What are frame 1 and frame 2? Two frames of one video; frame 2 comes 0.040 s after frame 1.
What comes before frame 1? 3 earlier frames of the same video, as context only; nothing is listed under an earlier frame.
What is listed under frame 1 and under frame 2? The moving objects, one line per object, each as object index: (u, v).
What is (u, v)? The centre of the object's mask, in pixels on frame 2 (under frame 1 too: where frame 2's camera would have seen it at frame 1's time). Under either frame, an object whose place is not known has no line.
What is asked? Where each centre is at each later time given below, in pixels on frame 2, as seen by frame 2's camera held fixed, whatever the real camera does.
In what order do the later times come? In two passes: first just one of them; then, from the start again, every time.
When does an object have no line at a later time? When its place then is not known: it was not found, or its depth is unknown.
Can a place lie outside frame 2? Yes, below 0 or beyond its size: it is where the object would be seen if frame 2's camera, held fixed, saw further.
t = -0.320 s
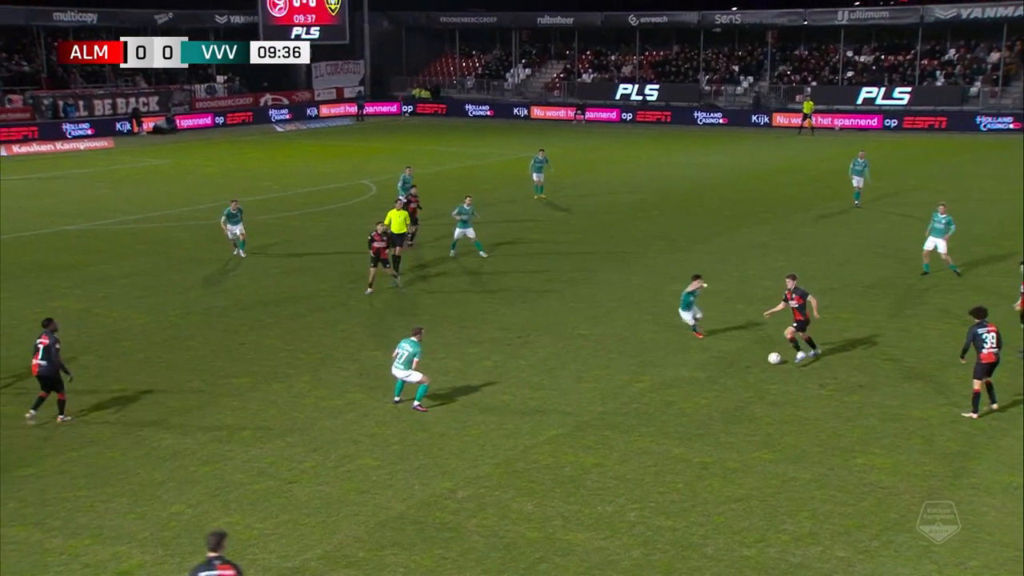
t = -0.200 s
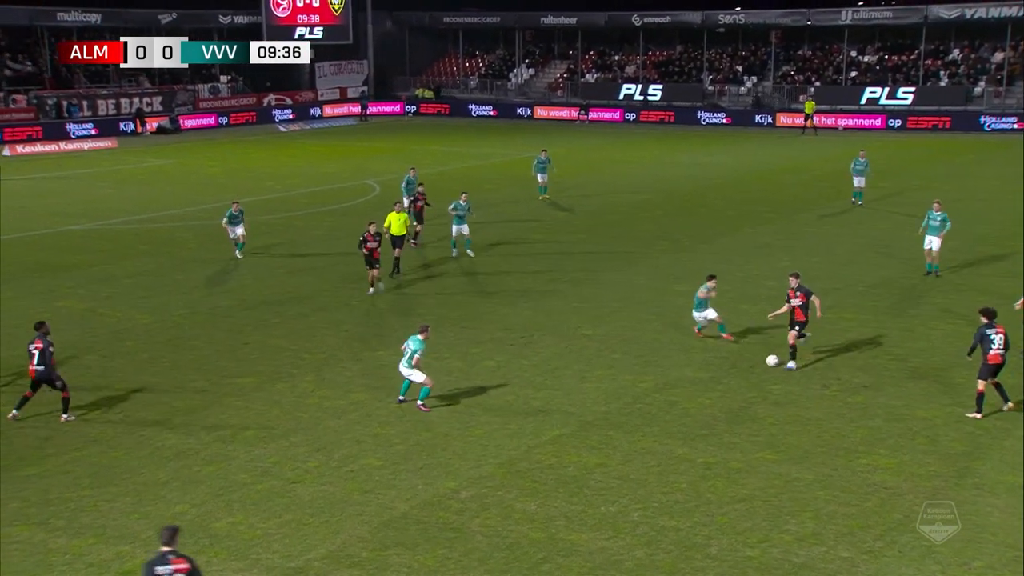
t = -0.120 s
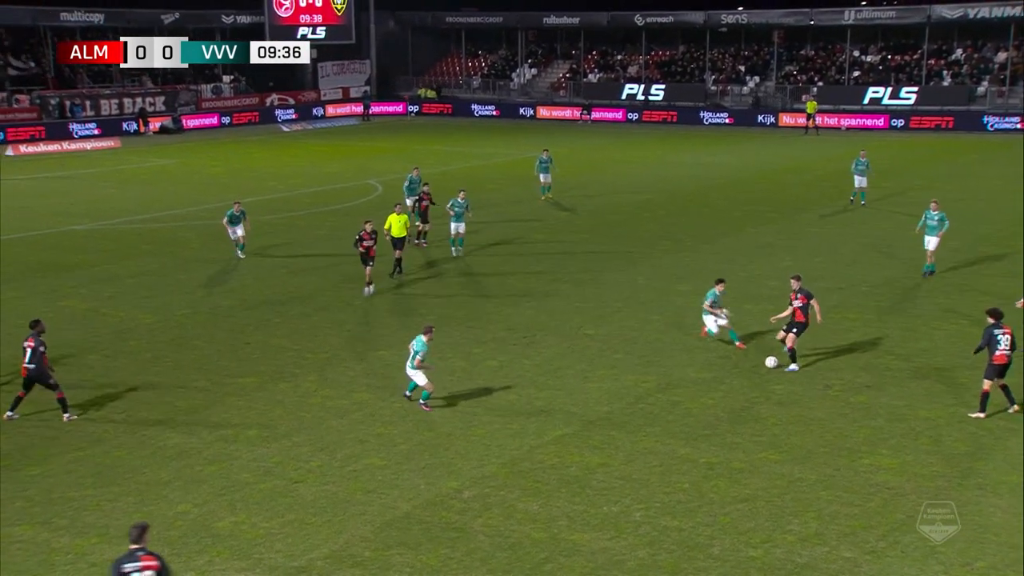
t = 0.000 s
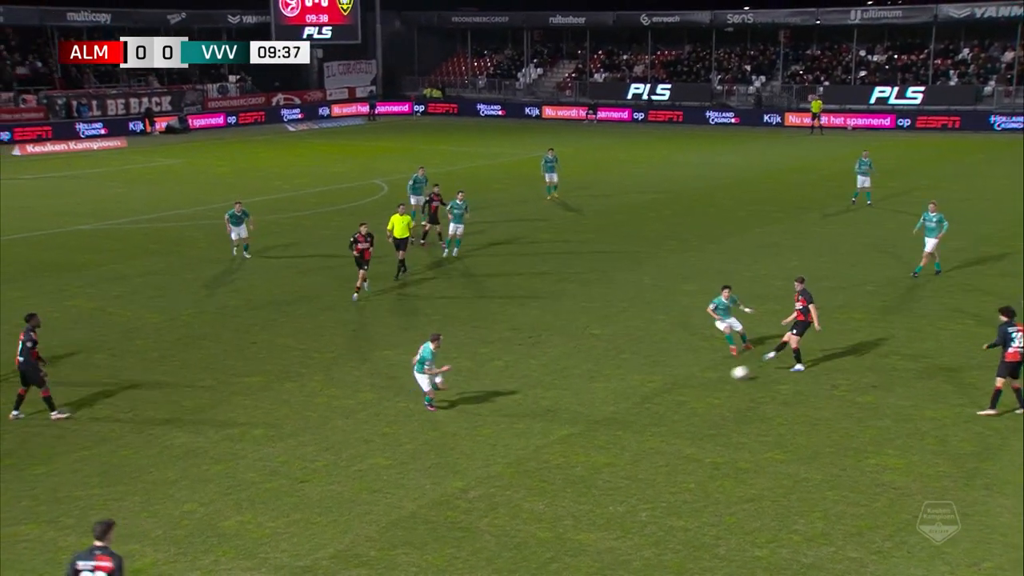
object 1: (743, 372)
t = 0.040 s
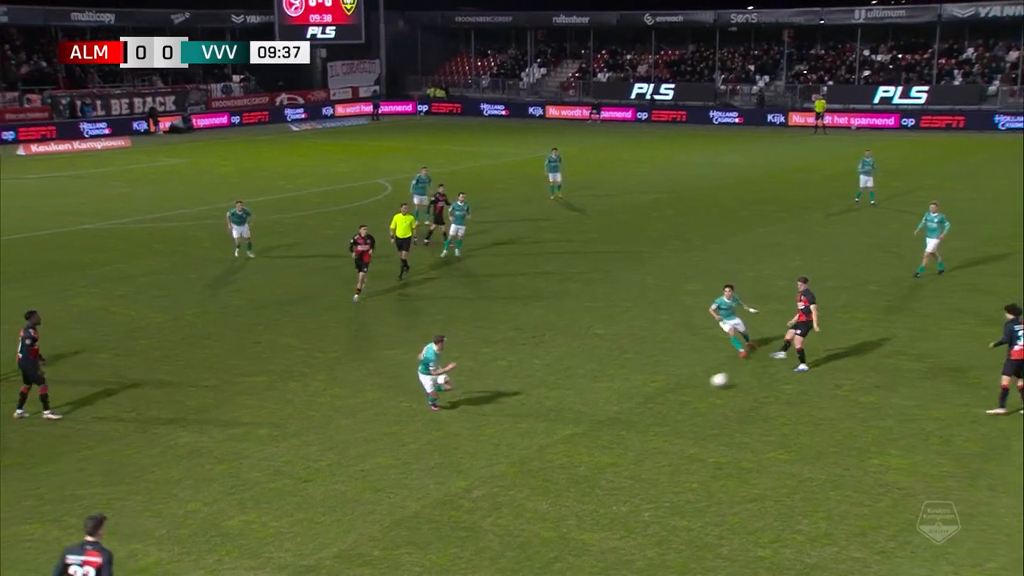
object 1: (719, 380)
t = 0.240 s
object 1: (588, 428)
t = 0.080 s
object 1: (694, 389)
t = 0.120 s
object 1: (668, 399)
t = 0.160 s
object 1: (641, 411)
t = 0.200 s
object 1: (614, 420)
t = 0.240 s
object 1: (588, 428)
